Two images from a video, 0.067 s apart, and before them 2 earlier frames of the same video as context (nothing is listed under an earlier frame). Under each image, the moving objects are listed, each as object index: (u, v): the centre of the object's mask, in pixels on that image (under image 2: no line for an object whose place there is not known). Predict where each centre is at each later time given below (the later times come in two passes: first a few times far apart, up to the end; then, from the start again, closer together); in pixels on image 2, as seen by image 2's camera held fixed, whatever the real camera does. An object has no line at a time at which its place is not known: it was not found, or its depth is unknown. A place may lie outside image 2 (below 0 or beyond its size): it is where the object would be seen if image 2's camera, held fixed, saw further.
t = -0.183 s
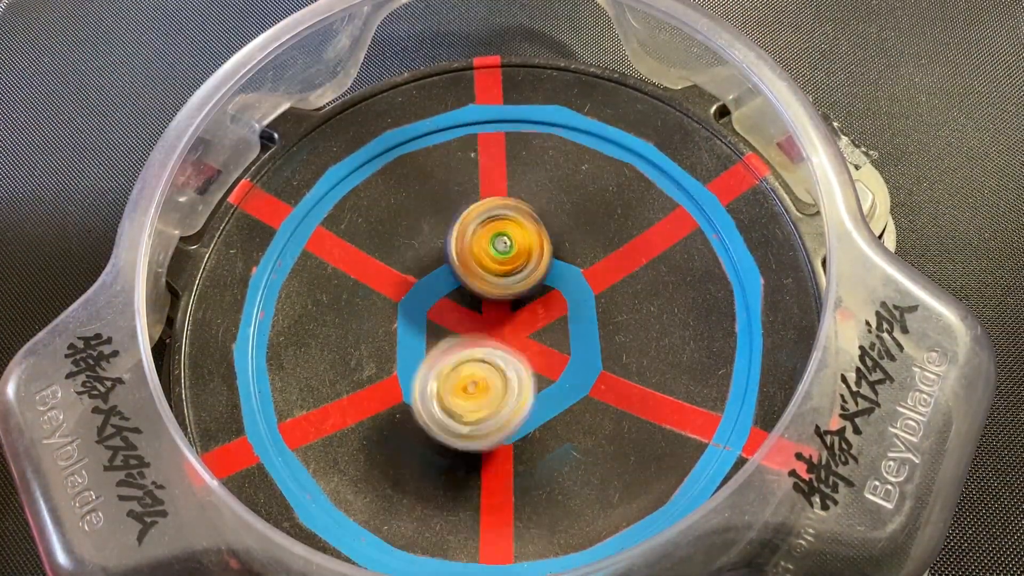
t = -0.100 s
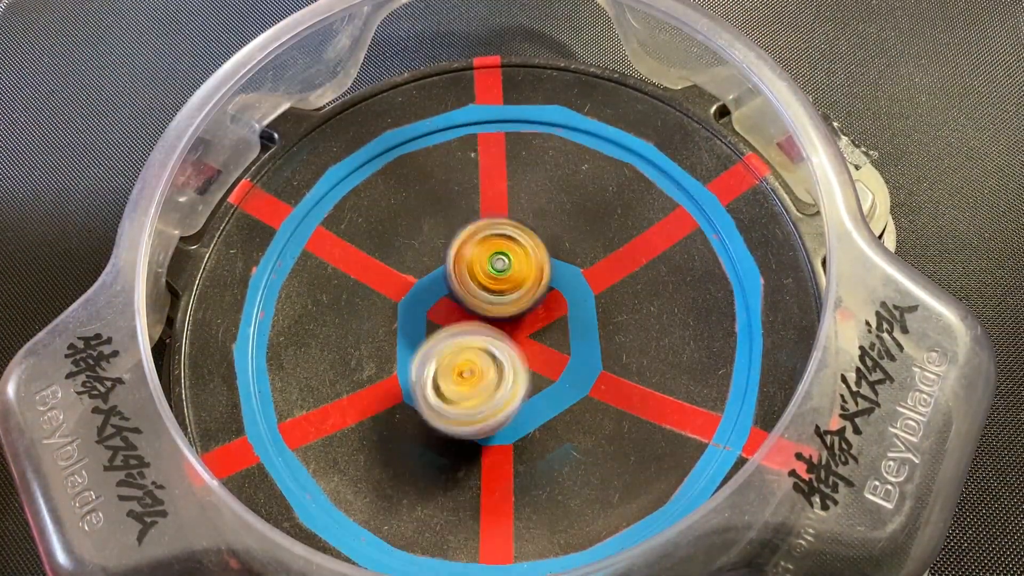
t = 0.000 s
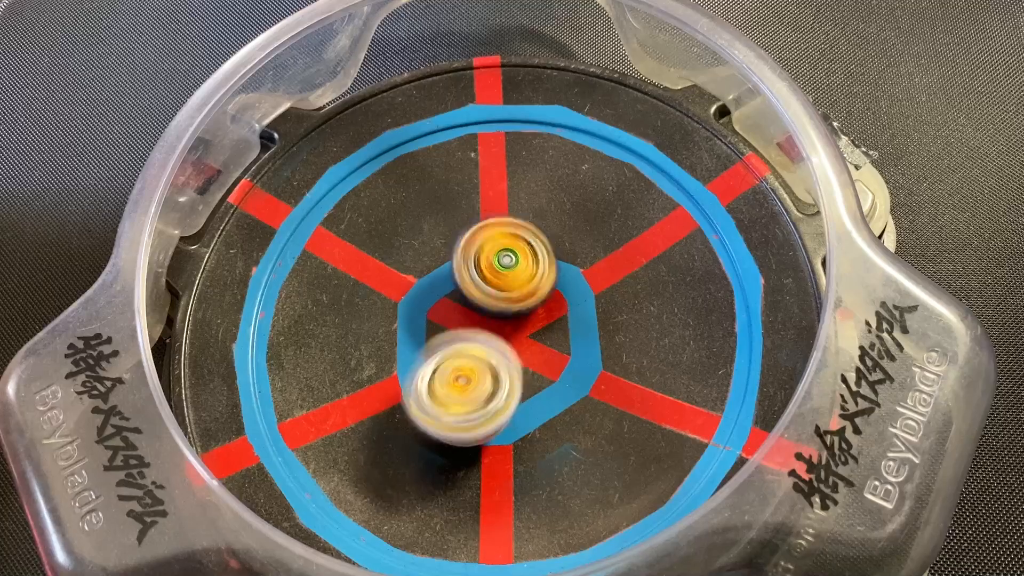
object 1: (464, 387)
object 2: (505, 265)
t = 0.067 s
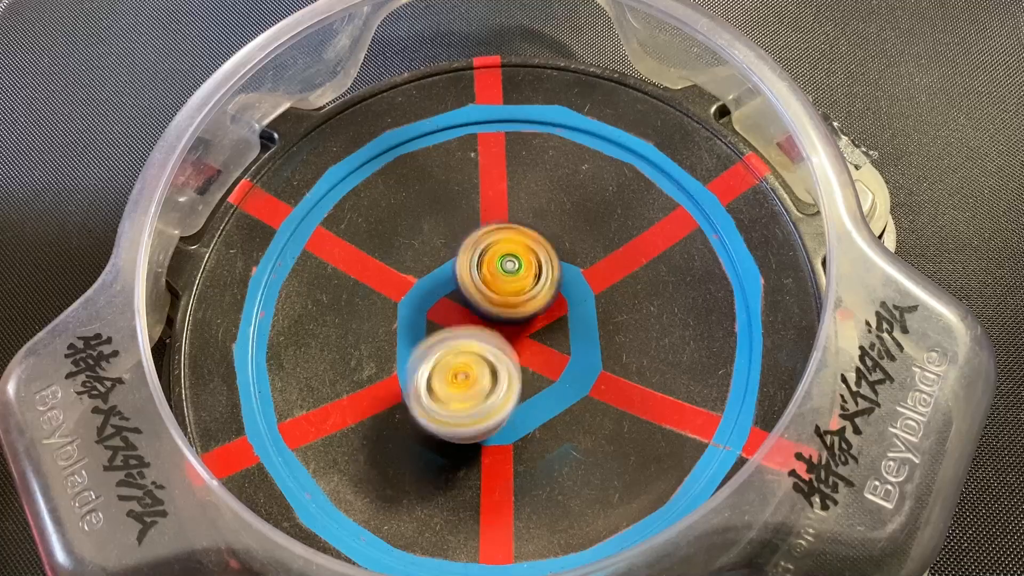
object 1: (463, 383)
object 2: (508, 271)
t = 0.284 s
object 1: (377, 456)
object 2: (618, 194)
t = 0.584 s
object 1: (422, 407)
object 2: (669, 329)
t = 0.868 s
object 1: (409, 241)
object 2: (634, 412)
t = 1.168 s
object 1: (451, 180)
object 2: (572, 381)
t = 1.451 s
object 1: (622, 255)
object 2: (483, 406)
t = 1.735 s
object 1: (698, 335)
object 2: (464, 386)
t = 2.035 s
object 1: (566, 398)
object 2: (441, 350)
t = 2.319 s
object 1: (452, 433)
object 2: (412, 285)
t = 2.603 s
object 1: (383, 371)
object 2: (452, 272)
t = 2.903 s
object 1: (385, 328)
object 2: (514, 240)
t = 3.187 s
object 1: (444, 328)
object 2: (542, 239)
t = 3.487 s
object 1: (549, 386)
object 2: (539, 253)
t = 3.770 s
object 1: (556, 459)
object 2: (482, 248)
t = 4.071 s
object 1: (492, 398)
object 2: (461, 282)
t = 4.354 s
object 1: (494, 403)
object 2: (422, 207)
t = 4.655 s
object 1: (499, 399)
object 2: (481, 269)
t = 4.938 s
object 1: (520, 368)
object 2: (503, 259)
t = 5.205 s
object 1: (560, 398)
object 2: (507, 225)
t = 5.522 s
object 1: (519, 355)
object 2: (497, 261)
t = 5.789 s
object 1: (521, 364)
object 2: (502, 257)
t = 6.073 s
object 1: (506, 351)
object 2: (501, 253)
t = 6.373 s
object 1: (461, 371)
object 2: (505, 253)
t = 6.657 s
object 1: (469, 349)
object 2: (502, 259)
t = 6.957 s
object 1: (485, 353)
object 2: (501, 259)
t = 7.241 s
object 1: (490, 357)
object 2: (498, 262)
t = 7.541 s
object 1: (490, 357)
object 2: (498, 262)
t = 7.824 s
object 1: (490, 357)
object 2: (498, 262)
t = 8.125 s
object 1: (490, 357)
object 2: (498, 262)
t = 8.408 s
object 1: (490, 357)
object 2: (498, 262)
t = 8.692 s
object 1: (490, 357)
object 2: (498, 262)
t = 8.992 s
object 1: (490, 357)
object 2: (498, 262)
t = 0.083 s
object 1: (464, 383)
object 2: (508, 274)
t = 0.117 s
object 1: (463, 380)
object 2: (509, 279)
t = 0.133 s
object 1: (464, 377)
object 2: (510, 281)
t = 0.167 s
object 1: (451, 392)
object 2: (522, 268)
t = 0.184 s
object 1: (436, 404)
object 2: (539, 252)
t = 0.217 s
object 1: (412, 427)
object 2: (565, 225)
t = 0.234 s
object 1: (402, 436)
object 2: (579, 215)
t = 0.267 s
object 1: (384, 451)
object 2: (605, 200)
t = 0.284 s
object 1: (377, 456)
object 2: (618, 194)
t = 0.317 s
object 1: (370, 462)
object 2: (644, 187)
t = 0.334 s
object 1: (369, 464)
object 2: (656, 185)
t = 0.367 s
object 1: (368, 464)
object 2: (680, 188)
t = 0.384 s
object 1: (370, 463)
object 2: (691, 194)
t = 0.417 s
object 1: (373, 458)
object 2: (703, 212)
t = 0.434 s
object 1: (374, 456)
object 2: (704, 225)
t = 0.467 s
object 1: (381, 447)
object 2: (705, 251)
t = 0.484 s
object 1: (387, 442)
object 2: (703, 266)
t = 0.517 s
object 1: (398, 431)
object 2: (695, 289)
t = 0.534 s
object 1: (403, 425)
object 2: (690, 301)
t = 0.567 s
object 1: (417, 413)
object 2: (676, 321)
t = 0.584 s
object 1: (422, 407)
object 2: (669, 329)
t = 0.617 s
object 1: (432, 394)
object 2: (651, 345)
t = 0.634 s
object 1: (439, 388)
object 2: (642, 350)
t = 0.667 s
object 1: (449, 374)
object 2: (622, 361)
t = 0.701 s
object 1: (459, 360)
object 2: (604, 368)
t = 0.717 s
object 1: (463, 352)
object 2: (594, 371)
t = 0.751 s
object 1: (463, 338)
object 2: (589, 377)
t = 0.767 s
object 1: (451, 326)
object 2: (598, 384)
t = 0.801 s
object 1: (432, 300)
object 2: (616, 396)
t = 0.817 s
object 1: (425, 284)
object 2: (624, 402)
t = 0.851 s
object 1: (413, 255)
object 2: (631, 410)
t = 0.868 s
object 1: (409, 241)
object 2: (634, 412)
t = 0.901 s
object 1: (403, 213)
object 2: (634, 414)
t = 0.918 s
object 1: (399, 198)
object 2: (633, 414)
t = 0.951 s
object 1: (393, 171)
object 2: (630, 414)
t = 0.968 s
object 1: (391, 159)
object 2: (627, 411)
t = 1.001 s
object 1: (386, 136)
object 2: (621, 409)
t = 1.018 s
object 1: (388, 129)
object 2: (617, 407)
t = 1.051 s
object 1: (399, 132)
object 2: (609, 402)
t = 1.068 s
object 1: (406, 138)
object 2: (605, 400)
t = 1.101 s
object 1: (420, 149)
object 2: (594, 393)
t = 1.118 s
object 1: (426, 154)
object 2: (590, 391)
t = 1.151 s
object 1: (443, 170)
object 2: (579, 385)
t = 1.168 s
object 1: (451, 180)
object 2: (572, 381)
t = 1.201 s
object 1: (470, 198)
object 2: (562, 376)
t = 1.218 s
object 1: (478, 207)
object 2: (557, 374)
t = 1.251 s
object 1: (497, 227)
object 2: (546, 367)
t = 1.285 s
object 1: (517, 248)
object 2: (537, 360)
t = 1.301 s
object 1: (526, 255)
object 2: (533, 362)
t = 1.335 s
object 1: (547, 253)
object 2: (519, 377)
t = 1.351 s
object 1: (559, 254)
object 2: (513, 386)
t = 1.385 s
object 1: (581, 253)
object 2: (500, 397)
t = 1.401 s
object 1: (592, 254)
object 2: (496, 400)
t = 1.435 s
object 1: (612, 255)
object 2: (488, 405)
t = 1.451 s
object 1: (622, 255)
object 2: (483, 406)
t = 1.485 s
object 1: (641, 259)
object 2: (476, 406)
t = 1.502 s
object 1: (651, 263)
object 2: (474, 406)
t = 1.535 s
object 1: (667, 269)
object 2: (470, 403)
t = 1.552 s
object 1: (673, 273)
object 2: (469, 403)
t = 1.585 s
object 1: (686, 282)
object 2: (467, 400)
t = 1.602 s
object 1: (692, 285)
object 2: (466, 398)
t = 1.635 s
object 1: (699, 295)
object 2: (465, 395)
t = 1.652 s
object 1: (701, 301)
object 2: (465, 393)
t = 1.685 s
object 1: (703, 314)
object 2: (465, 389)
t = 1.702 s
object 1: (702, 320)
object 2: (464, 389)
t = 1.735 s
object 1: (698, 335)
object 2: (464, 386)
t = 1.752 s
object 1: (695, 343)
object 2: (465, 385)
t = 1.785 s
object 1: (686, 357)
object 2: (464, 381)
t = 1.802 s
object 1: (679, 363)
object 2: (464, 380)
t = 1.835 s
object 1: (664, 372)
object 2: (464, 377)
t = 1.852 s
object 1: (655, 376)
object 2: (465, 376)
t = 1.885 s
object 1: (637, 381)
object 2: (465, 373)
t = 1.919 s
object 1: (617, 387)
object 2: (465, 371)
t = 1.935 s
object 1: (607, 389)
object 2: (466, 369)
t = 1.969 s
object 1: (585, 390)
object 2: (466, 367)
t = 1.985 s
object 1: (581, 391)
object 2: (458, 363)
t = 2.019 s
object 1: (572, 395)
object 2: (445, 354)
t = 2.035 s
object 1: (566, 398)
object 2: (441, 350)
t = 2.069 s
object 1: (555, 403)
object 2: (433, 344)
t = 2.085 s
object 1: (548, 403)
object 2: (432, 340)
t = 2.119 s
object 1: (534, 404)
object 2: (430, 337)
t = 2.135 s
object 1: (524, 405)
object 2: (430, 335)
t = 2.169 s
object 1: (506, 408)
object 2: (428, 332)
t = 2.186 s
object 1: (502, 412)
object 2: (423, 326)
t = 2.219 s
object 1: (490, 421)
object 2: (417, 310)
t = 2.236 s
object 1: (482, 426)
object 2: (415, 303)
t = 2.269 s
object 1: (471, 431)
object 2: (411, 295)
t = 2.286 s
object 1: (465, 431)
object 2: (411, 290)
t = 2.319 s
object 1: (452, 433)
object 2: (412, 285)
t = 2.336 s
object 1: (446, 432)
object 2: (412, 282)
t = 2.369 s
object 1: (434, 428)
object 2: (415, 279)
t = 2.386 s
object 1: (429, 427)
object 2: (417, 278)
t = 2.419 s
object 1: (422, 421)
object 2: (421, 279)
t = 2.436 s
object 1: (415, 416)
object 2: (423, 279)
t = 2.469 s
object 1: (408, 409)
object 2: (428, 280)
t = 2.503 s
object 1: (400, 397)
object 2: (433, 282)
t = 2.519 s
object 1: (398, 393)
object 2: (435, 282)
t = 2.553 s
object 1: (394, 380)
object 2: (440, 285)
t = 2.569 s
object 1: (390, 375)
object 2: (442, 283)
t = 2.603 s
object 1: (383, 371)
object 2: (452, 272)
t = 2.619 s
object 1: (374, 371)
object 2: (457, 267)
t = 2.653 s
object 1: (373, 366)
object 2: (466, 260)
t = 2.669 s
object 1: (368, 363)
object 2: (469, 258)
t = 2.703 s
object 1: (371, 359)
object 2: (474, 256)
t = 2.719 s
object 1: (367, 353)
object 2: (476, 256)
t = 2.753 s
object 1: (374, 348)
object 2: (479, 257)
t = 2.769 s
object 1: (373, 342)
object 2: (480, 258)
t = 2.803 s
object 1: (383, 336)
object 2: (483, 259)
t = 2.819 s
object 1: (383, 329)
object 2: (484, 260)
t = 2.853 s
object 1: (393, 322)
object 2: (488, 260)
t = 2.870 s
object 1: (385, 321)
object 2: (497, 251)
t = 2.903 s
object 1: (385, 328)
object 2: (514, 240)
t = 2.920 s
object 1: (380, 330)
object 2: (521, 234)
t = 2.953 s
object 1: (388, 333)
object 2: (531, 228)
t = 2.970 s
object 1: (386, 335)
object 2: (536, 226)
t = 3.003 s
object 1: (394, 335)
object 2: (540, 225)
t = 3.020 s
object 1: (395, 337)
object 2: (543, 224)
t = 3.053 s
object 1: (403, 334)
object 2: (544, 226)
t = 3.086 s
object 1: (411, 333)
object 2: (545, 226)
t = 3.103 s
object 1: (415, 332)
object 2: (544, 230)
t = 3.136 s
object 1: (426, 331)
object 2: (544, 233)
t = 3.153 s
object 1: (432, 329)
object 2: (543, 235)
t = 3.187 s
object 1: (444, 328)
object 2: (542, 239)
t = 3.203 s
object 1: (452, 328)
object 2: (540, 241)
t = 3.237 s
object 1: (466, 329)
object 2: (539, 247)
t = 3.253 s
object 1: (474, 331)
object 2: (539, 246)
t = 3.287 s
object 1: (483, 341)
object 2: (540, 242)
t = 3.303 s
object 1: (489, 346)
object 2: (541, 240)
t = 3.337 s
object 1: (500, 356)
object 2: (538, 240)
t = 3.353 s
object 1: (507, 360)
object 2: (537, 241)
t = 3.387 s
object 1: (519, 368)
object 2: (537, 243)
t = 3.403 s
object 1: (527, 371)
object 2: (537, 246)
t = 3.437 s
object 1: (537, 378)
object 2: (538, 248)
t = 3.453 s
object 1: (542, 379)
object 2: (537, 250)
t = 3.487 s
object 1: (549, 386)
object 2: (539, 253)
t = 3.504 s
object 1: (551, 386)
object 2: (537, 256)
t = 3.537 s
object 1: (555, 391)
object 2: (536, 262)
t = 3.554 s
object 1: (553, 390)
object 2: (535, 265)
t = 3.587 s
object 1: (557, 392)
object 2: (531, 274)
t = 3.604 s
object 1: (553, 394)
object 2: (531, 279)
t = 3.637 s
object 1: (555, 390)
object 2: (525, 286)
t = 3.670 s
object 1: (560, 399)
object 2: (517, 286)
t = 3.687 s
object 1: (557, 412)
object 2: (510, 280)
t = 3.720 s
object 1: (557, 436)
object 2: (497, 264)
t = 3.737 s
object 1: (561, 444)
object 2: (491, 259)
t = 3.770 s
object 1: (556, 459)
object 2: (482, 248)
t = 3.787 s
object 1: (549, 462)
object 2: (477, 246)
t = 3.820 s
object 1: (543, 466)
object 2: (471, 245)
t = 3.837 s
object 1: (540, 469)
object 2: (470, 247)
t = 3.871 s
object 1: (533, 467)
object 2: (468, 250)
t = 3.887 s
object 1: (531, 462)
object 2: (466, 251)
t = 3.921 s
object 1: (526, 455)
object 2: (466, 256)
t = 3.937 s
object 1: (521, 454)
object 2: (465, 257)
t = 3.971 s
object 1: (513, 444)
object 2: (465, 263)
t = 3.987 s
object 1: (514, 438)
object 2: (464, 264)
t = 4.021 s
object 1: (507, 426)
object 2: (462, 270)
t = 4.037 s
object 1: (498, 416)
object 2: (462, 274)
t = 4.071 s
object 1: (492, 398)
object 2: (461, 282)
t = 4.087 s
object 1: (491, 388)
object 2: (460, 286)
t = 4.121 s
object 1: (489, 376)
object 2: (455, 282)
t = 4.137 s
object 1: (487, 382)
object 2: (449, 268)
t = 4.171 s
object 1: (495, 397)
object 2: (439, 238)
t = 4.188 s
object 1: (496, 398)
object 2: (435, 230)
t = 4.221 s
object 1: (496, 403)
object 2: (426, 219)
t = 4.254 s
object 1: (496, 407)
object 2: (420, 206)
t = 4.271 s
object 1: (496, 407)
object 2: (421, 204)
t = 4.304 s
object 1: (494, 405)
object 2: (423, 201)
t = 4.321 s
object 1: (495, 404)
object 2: (421, 202)
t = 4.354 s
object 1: (494, 403)
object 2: (422, 207)
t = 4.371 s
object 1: (494, 403)
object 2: (427, 211)
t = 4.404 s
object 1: (494, 401)
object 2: (433, 216)
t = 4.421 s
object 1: (492, 400)
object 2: (435, 219)
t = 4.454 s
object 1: (490, 399)
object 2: (441, 232)
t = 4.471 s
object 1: (493, 394)
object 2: (446, 238)
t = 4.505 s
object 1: (491, 389)
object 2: (456, 251)
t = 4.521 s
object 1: (493, 390)
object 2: (459, 258)
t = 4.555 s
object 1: (495, 383)
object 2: (467, 270)
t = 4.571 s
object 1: (491, 381)
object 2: (468, 278)
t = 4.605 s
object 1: (496, 382)
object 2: (472, 285)
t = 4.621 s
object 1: (496, 386)
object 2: (472, 280)
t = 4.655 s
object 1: (499, 399)
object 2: (481, 269)
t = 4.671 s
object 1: (501, 400)
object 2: (485, 261)
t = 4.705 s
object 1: (501, 404)
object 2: (489, 253)
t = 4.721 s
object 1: (505, 401)
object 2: (490, 248)
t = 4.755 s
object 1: (504, 400)
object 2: (491, 244)
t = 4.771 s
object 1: (512, 399)
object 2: (492, 244)
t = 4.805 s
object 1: (511, 395)
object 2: (500, 244)
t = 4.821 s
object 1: (515, 393)
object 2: (501, 244)
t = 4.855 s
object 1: (512, 385)
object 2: (504, 247)
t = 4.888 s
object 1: (515, 383)
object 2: (506, 251)
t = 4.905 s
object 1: (517, 376)
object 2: (506, 254)
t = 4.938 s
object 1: (520, 368)
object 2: (503, 259)
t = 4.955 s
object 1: (524, 364)
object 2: (503, 264)
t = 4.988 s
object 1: (528, 359)
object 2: (506, 265)
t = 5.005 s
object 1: (532, 363)
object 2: (507, 262)
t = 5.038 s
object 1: (539, 383)
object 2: (504, 242)
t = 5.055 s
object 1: (542, 387)
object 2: (503, 236)
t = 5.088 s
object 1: (551, 397)
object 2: (503, 227)
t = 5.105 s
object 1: (553, 400)
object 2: (503, 223)
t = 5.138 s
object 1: (556, 401)
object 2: (501, 218)
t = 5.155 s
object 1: (558, 400)
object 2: (502, 220)
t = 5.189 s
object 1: (560, 399)
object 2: (505, 223)
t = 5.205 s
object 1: (560, 398)
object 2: (507, 225)
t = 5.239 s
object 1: (556, 393)
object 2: (508, 228)
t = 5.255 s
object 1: (556, 392)
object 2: (507, 231)
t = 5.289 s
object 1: (550, 390)
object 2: (505, 238)
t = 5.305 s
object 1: (545, 387)
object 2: (504, 243)
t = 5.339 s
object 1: (545, 376)
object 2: (502, 251)
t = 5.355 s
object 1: (544, 374)
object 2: (502, 256)
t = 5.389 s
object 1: (534, 369)
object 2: (501, 263)
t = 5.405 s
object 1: (529, 365)
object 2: (501, 267)
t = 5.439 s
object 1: (527, 363)
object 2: (500, 265)
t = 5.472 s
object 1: (524, 364)
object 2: (499, 264)
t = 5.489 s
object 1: (521, 363)
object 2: (498, 263)
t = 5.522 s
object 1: (519, 355)
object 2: (497, 261)
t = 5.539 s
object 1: (520, 352)
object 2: (497, 262)
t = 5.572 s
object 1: (520, 352)
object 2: (499, 261)
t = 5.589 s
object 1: (518, 351)
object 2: (499, 260)
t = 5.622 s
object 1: (516, 348)
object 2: (499, 257)
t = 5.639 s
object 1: (518, 346)
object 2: (498, 256)
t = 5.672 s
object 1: (521, 352)
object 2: (499, 255)
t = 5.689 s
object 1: (522, 355)
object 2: (501, 255)
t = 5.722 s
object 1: (522, 360)
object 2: (502, 256)
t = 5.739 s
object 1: (522, 363)
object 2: (502, 256)
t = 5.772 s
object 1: (521, 364)
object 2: (502, 256)
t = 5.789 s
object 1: (521, 364)
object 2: (502, 257)
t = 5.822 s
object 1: (522, 363)
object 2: (502, 256)
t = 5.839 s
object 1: (523, 362)
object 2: (502, 256)
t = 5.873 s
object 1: (523, 363)
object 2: (502, 256)
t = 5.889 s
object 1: (521, 364)
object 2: (502, 256)
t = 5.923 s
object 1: (513, 363)
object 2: (502, 256)
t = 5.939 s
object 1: (509, 360)
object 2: (502, 256)
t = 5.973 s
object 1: (510, 354)
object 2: (502, 254)
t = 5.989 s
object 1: (510, 353)
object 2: (501, 255)
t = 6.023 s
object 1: (508, 354)
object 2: (502, 255)
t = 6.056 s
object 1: (507, 352)
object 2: (501, 254)
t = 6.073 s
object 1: (506, 351)
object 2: (501, 253)
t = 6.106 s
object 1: (503, 351)
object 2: (500, 254)
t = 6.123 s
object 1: (499, 351)
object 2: (501, 255)
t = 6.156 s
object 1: (492, 347)
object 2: (500, 254)
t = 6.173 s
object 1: (491, 346)
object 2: (500, 254)
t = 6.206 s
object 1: (486, 349)
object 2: (503, 254)
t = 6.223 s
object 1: (484, 352)
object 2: (504, 253)
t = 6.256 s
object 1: (480, 360)
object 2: (506, 252)
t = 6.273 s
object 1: (477, 364)
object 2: (506, 252)
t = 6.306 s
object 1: (470, 371)
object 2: (506, 252)
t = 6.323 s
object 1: (467, 372)
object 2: (506, 252)
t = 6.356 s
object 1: (463, 371)
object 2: (506, 253)
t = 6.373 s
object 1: (461, 371)
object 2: (505, 253)
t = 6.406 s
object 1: (457, 369)
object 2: (505, 254)
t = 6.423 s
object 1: (455, 367)
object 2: (505, 255)
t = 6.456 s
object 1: (457, 362)
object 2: (504, 256)
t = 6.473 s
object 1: (458, 360)
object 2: (504, 257)
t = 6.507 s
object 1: (463, 355)
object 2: (504, 257)
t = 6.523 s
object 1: (467, 353)
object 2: (503, 258)
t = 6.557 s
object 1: (474, 354)
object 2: (503, 257)
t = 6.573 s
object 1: (473, 356)
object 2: (502, 258)
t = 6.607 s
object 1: (468, 353)
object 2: (501, 259)
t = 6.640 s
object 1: (469, 349)
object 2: (500, 260)
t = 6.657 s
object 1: (469, 349)
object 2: (502, 259)
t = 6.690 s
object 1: (472, 353)
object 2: (504, 258)
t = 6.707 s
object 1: (475, 355)
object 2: (505, 258)
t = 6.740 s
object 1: (478, 358)
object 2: (506, 257)
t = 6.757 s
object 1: (479, 359)
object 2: (505, 258)
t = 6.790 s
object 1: (480, 358)
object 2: (503, 259)
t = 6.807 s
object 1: (481, 357)
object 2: (502, 260)
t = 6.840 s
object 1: (482, 356)
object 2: (501, 260)
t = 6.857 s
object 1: (482, 355)
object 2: (501, 259)
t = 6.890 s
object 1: (484, 353)
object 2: (501, 258)
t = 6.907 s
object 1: (485, 353)
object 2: (501, 259)
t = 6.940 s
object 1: (485, 353)
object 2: (501, 259)
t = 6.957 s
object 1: (485, 353)
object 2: (501, 259)
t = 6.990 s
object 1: (485, 353)
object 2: (500, 258)
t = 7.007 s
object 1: (485, 353)
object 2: (500, 259)
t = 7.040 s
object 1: (485, 354)
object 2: (499, 259)
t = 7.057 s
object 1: (486, 354)
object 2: (499, 260)
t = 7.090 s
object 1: (487, 355)
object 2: (498, 261)
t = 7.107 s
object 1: (488, 356)
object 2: (498, 261)
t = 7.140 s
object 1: (489, 357)
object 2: (498, 262)
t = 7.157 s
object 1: (490, 357)
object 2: (498, 262)
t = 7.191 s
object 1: (490, 357)
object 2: (498, 262)
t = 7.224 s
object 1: (490, 357)
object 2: (498, 262)
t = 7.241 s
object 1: (490, 357)
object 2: (498, 262)
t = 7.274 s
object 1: (490, 357)
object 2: (498, 262)
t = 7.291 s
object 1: (490, 357)
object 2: (498, 262)
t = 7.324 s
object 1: (490, 357)
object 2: (498, 262)
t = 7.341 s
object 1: (490, 357)
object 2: (498, 262)
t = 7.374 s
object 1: (490, 357)
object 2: (498, 262)
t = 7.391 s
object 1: (490, 357)
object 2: (498, 262)
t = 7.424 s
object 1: (490, 357)
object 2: (498, 262)
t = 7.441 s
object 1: (490, 357)
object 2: (498, 262)
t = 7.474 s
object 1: (490, 357)
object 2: (498, 262)
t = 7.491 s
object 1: (490, 357)
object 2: (498, 262)
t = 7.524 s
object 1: (490, 357)
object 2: (498, 262)
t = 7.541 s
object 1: (490, 357)
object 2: (498, 262)
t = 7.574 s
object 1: (490, 357)
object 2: (498, 262)
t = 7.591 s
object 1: (490, 357)
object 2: (498, 262)
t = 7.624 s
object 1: (490, 357)
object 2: (498, 262)
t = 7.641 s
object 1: (490, 357)
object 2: (498, 262)
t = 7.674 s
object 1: (490, 357)
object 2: (498, 262)
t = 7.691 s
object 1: (490, 357)
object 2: (498, 262)
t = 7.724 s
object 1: (490, 357)
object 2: (498, 262)
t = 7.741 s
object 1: (490, 357)
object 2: (498, 262)
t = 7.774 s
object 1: (490, 357)
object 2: (498, 262)
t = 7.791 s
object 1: (490, 357)
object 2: (498, 262)
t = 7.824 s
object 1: (490, 357)
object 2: (498, 262)
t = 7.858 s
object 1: (490, 357)
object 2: (498, 262)
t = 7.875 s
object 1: (490, 357)
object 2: (498, 262)
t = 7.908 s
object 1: (490, 357)
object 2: (498, 262)
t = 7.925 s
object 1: (490, 357)
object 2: (498, 262)
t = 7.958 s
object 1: (490, 357)
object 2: (498, 262)
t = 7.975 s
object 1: (490, 357)
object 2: (498, 262)
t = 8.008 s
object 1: (490, 357)
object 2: (498, 262)
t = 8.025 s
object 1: (490, 357)
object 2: (498, 262)
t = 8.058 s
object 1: (490, 357)
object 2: (498, 262)
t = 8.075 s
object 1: (490, 357)
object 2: (498, 262)
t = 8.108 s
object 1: (490, 357)
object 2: (498, 262)
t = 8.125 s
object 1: (490, 357)
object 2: (498, 262)
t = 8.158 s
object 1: (490, 357)
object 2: (498, 262)
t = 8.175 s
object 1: (490, 357)
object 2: (498, 262)
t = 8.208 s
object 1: (490, 357)
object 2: (498, 262)
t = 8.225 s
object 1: (490, 357)
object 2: (498, 262)
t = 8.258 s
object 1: (490, 357)
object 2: (498, 262)
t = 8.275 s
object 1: (490, 357)
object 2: (498, 262)
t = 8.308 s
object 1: (490, 357)
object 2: (498, 262)
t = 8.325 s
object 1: (490, 357)
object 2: (498, 262)
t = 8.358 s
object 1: (490, 357)
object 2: (498, 262)
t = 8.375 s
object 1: (490, 357)
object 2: (498, 262)
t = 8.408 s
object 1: (490, 357)
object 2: (498, 262)
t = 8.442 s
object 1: (490, 357)
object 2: (498, 262)
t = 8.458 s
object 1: (490, 357)
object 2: (498, 262)
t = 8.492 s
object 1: (490, 357)
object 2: (498, 262)
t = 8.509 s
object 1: (490, 357)
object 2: (498, 262)
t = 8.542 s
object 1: (490, 357)
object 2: (498, 262)
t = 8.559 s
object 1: (490, 357)
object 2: (498, 262)
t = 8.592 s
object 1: (490, 357)
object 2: (498, 262)
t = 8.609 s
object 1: (490, 357)
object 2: (498, 262)
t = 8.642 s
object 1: (490, 357)
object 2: (498, 262)
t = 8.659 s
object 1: (490, 357)
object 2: (498, 262)
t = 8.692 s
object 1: (490, 357)
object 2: (498, 262)
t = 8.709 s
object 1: (490, 357)
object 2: (498, 262)
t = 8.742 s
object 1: (490, 357)
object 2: (498, 262)
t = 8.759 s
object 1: (490, 357)
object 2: (498, 262)
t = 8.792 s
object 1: (490, 357)
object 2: (498, 262)
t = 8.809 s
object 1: (490, 357)
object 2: (498, 262)
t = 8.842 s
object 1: (490, 357)
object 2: (498, 262)
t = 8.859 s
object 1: (490, 357)
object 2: (498, 262)
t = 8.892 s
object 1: (490, 357)
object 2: (498, 262)
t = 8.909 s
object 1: (490, 357)
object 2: (498, 262)
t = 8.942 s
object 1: (490, 357)
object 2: (498, 262)
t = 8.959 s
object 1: (490, 357)
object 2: (498, 262)
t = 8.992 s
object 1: (490, 357)
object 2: (498, 262)
